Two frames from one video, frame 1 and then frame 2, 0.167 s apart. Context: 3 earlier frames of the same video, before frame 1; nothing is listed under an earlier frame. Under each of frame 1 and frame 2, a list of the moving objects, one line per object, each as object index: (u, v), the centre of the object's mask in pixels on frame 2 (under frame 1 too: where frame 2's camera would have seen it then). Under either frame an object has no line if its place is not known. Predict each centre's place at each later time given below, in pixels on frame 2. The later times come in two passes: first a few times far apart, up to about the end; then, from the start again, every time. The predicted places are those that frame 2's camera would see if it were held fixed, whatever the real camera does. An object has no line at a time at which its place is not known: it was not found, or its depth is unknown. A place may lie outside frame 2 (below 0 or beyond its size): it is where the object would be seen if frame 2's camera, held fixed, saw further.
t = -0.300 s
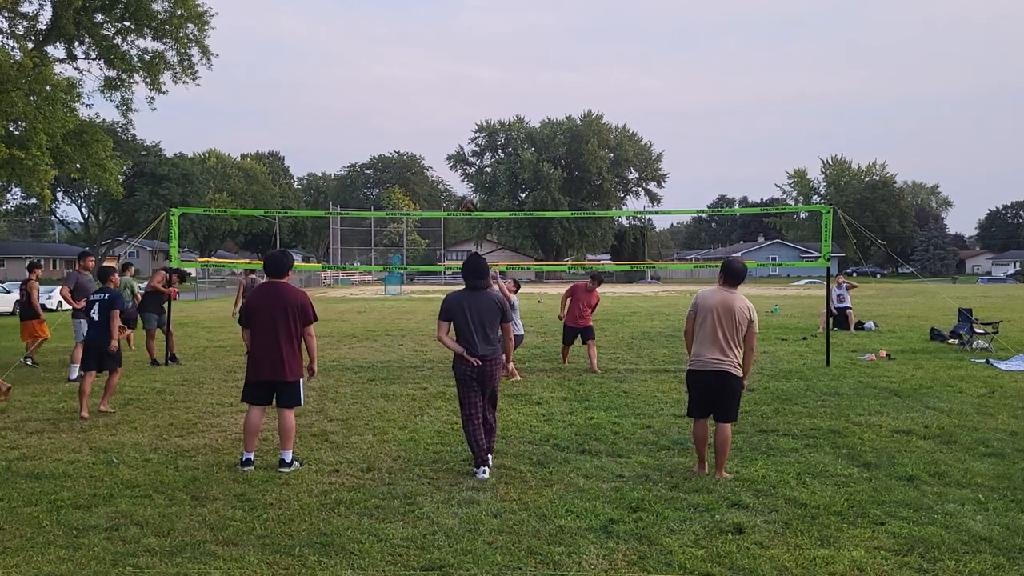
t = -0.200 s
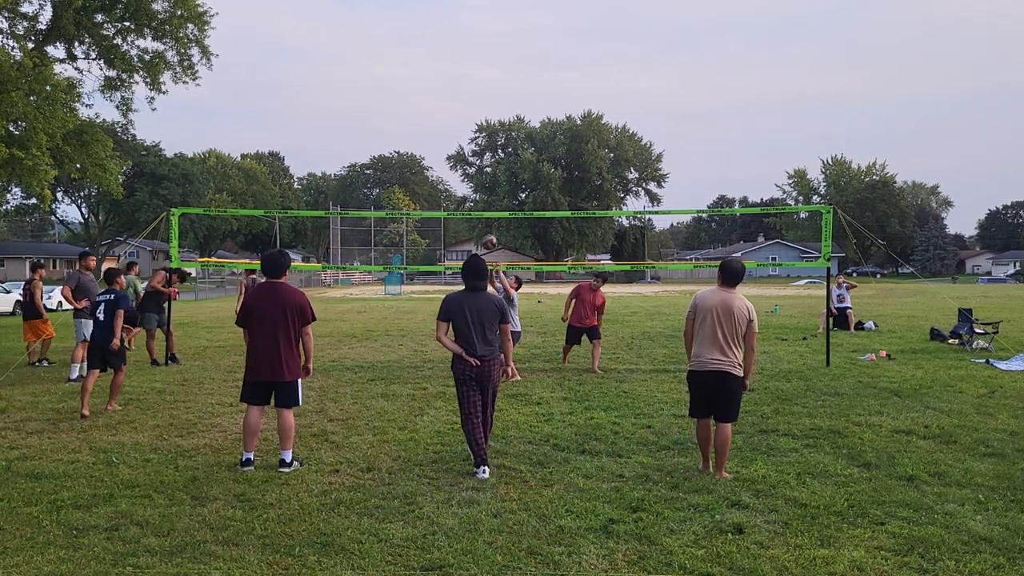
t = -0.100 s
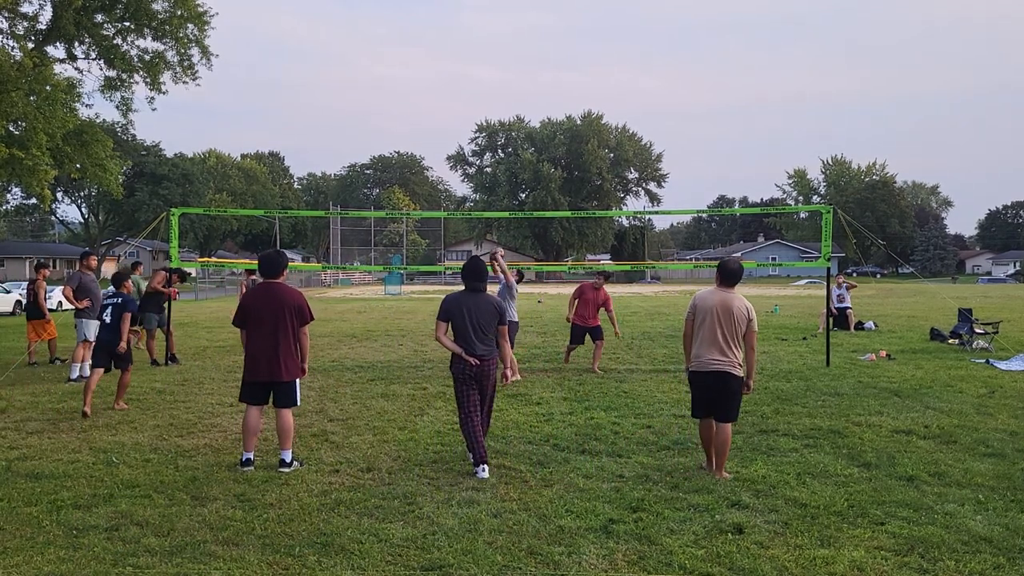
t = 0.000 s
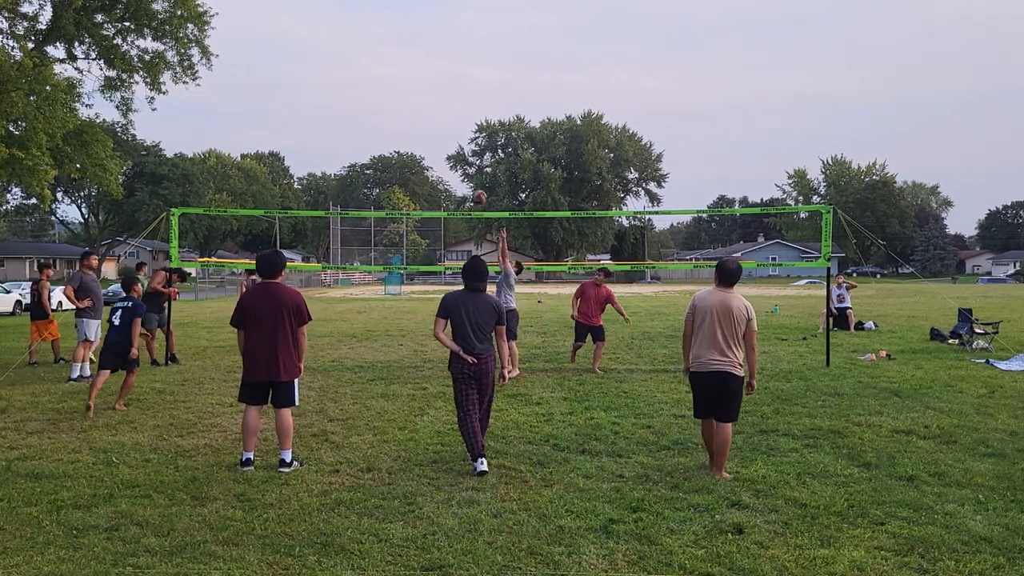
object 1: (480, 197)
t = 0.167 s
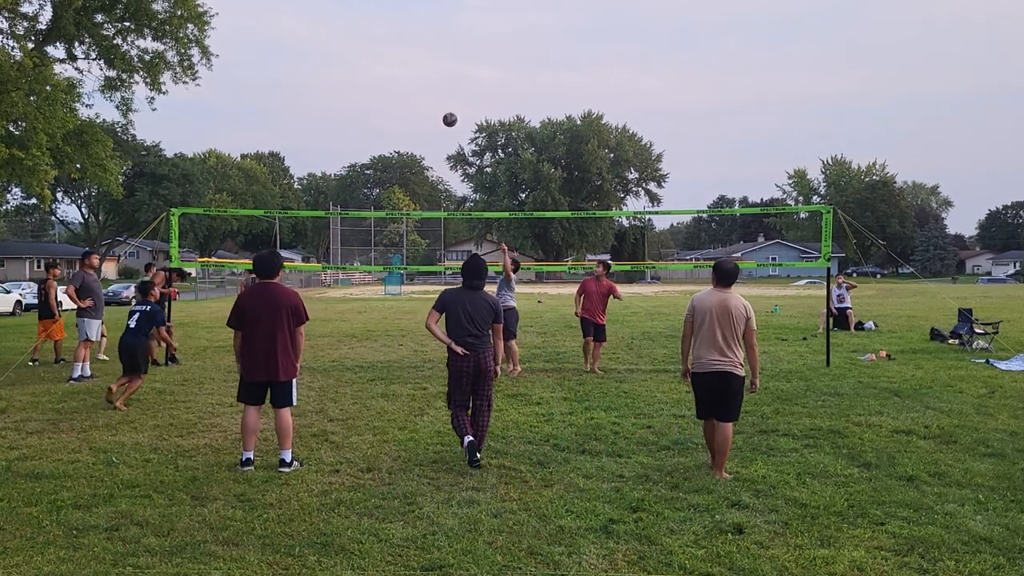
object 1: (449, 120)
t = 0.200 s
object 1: (444, 106)
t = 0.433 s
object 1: (405, 40)
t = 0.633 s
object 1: (374, 14)
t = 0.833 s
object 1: (344, 16)
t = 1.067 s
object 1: (311, 53)
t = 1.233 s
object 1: (289, 102)
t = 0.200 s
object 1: (444, 106)
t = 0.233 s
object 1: (438, 95)
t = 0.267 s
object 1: (433, 83)
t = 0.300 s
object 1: (427, 73)
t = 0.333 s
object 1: (421, 64)
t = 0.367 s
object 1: (416, 55)
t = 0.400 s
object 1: (410, 47)
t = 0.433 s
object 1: (405, 40)
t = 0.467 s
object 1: (400, 34)
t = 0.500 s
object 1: (394, 28)
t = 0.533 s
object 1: (389, 23)
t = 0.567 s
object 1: (384, 19)
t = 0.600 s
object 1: (379, 16)
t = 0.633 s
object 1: (374, 14)
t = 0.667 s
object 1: (369, 12)
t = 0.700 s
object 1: (363, 11)
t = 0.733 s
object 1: (358, 11)
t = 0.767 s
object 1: (354, 12)
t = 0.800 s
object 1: (349, 14)
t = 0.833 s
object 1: (344, 16)
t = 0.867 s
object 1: (339, 19)
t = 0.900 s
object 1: (334, 23)
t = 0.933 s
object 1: (329, 27)
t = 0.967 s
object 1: (325, 33)
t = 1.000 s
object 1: (320, 39)
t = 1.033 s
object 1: (315, 46)
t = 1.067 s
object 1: (311, 53)
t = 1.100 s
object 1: (306, 61)
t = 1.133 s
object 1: (302, 70)
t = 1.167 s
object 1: (297, 80)
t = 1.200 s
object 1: (293, 90)
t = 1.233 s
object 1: (289, 102)
